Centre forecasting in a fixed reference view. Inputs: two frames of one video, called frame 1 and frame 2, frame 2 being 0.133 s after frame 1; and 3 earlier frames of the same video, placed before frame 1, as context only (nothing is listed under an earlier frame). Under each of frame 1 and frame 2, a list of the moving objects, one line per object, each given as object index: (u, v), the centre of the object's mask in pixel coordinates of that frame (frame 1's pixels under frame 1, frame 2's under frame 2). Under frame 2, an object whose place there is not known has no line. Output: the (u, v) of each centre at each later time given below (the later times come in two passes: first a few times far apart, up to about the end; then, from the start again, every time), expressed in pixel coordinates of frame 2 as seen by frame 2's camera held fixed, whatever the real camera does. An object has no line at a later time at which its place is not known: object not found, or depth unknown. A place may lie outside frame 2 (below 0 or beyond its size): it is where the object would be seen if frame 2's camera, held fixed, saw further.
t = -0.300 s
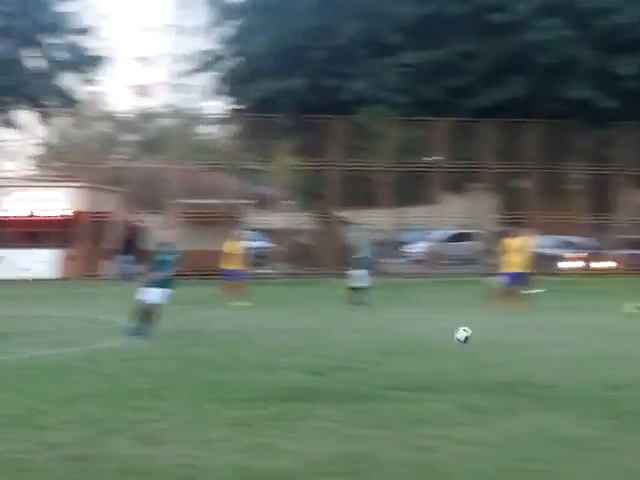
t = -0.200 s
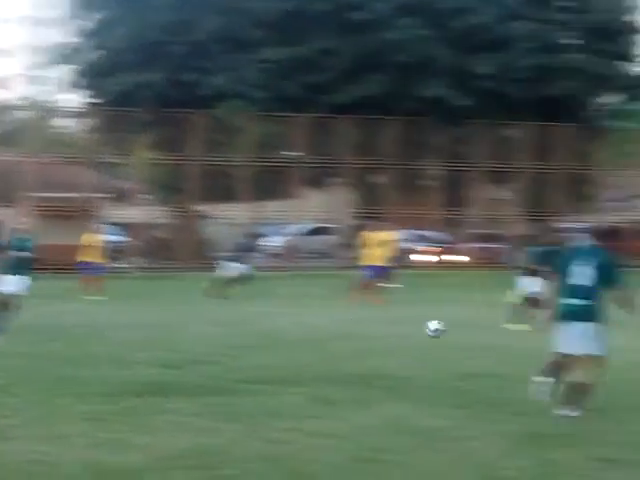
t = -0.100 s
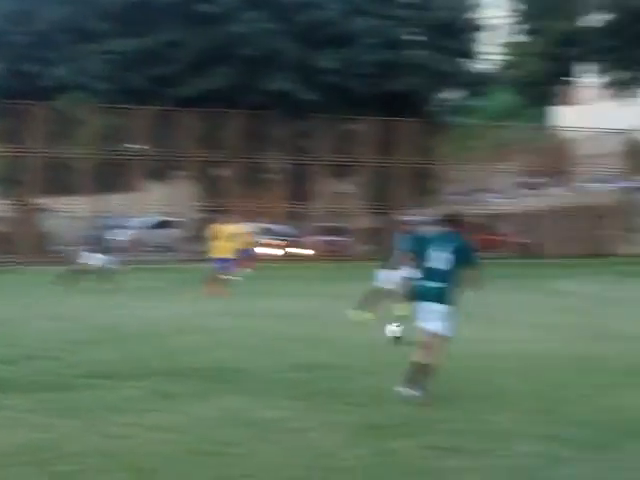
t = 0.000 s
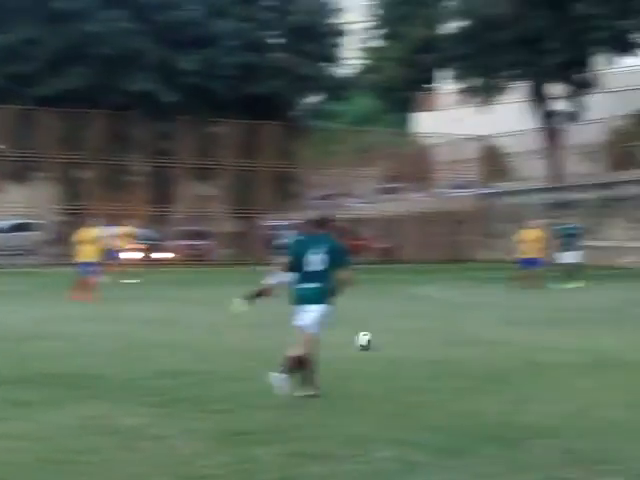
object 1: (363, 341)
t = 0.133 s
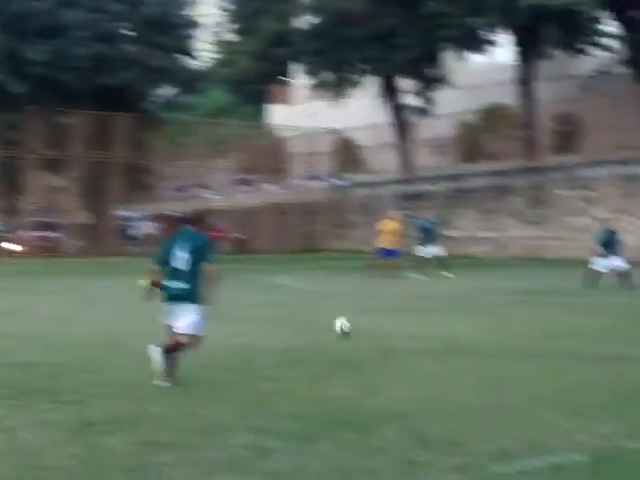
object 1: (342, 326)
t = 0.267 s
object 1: (452, 328)
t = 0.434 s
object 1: (563, 324)
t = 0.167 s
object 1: (369, 324)
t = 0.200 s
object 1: (398, 325)
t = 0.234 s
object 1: (425, 327)
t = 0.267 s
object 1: (452, 328)
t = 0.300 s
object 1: (476, 326)
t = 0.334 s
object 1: (497, 323)
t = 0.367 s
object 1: (521, 323)
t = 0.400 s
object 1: (542, 323)
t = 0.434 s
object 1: (563, 324)
